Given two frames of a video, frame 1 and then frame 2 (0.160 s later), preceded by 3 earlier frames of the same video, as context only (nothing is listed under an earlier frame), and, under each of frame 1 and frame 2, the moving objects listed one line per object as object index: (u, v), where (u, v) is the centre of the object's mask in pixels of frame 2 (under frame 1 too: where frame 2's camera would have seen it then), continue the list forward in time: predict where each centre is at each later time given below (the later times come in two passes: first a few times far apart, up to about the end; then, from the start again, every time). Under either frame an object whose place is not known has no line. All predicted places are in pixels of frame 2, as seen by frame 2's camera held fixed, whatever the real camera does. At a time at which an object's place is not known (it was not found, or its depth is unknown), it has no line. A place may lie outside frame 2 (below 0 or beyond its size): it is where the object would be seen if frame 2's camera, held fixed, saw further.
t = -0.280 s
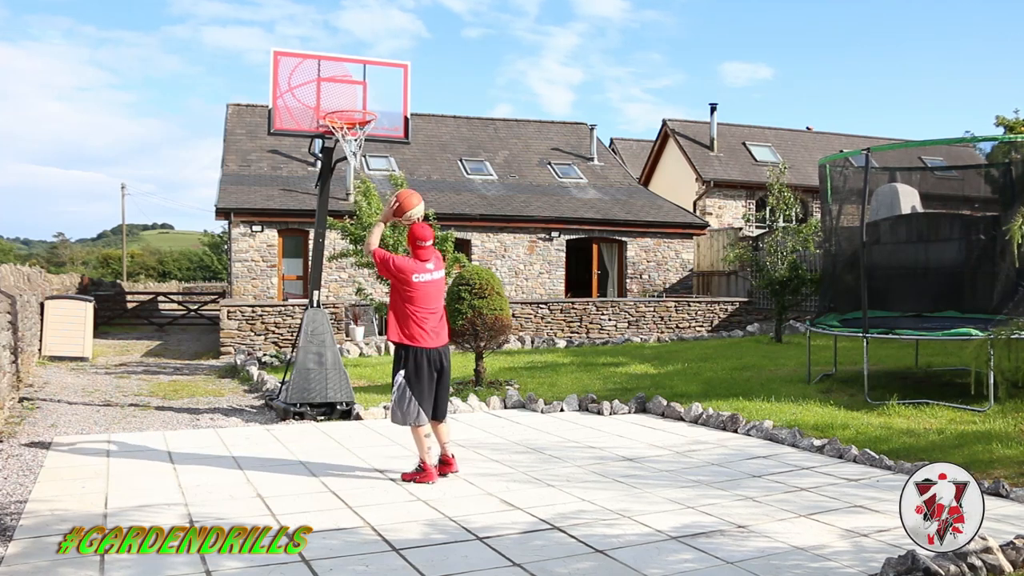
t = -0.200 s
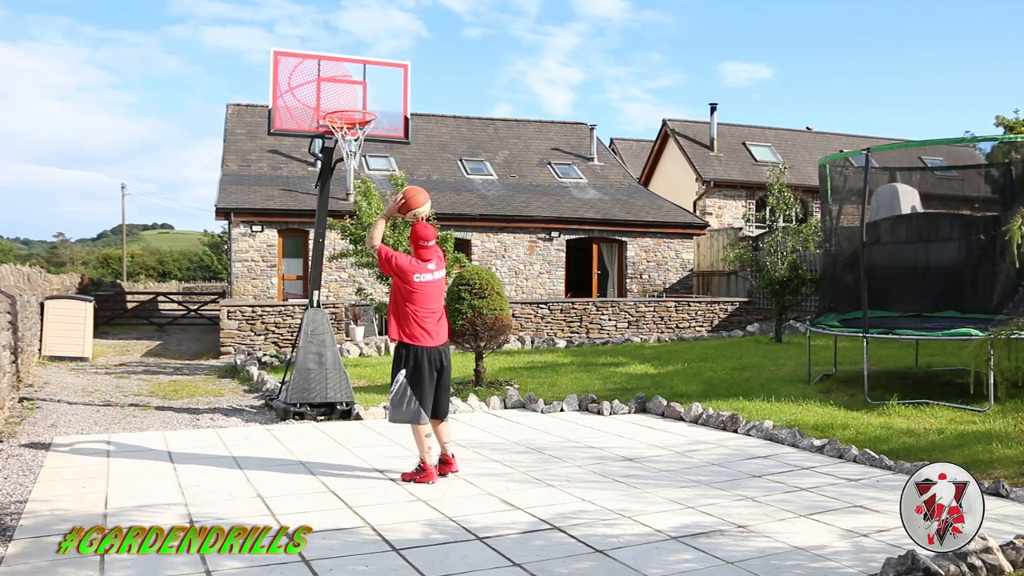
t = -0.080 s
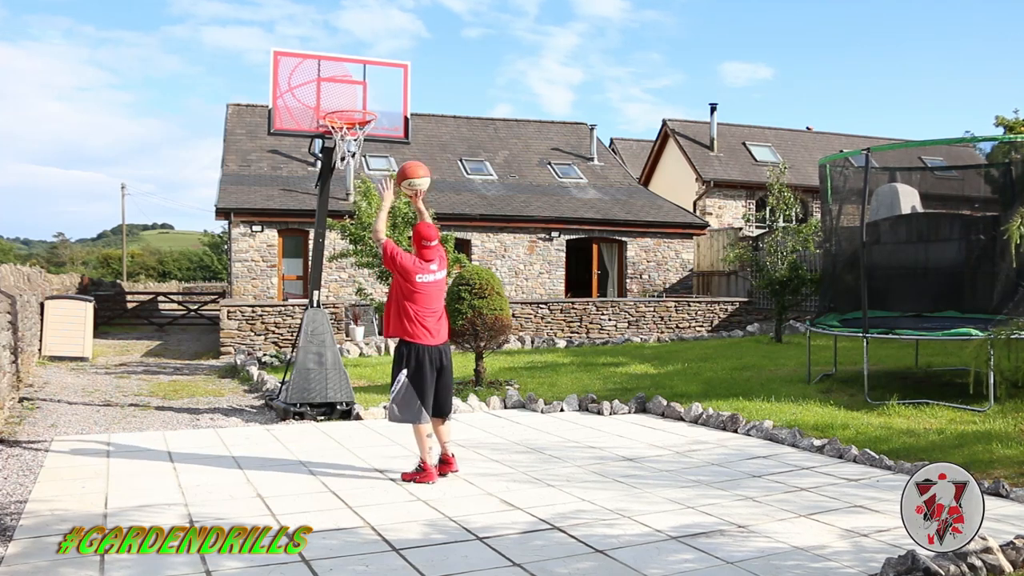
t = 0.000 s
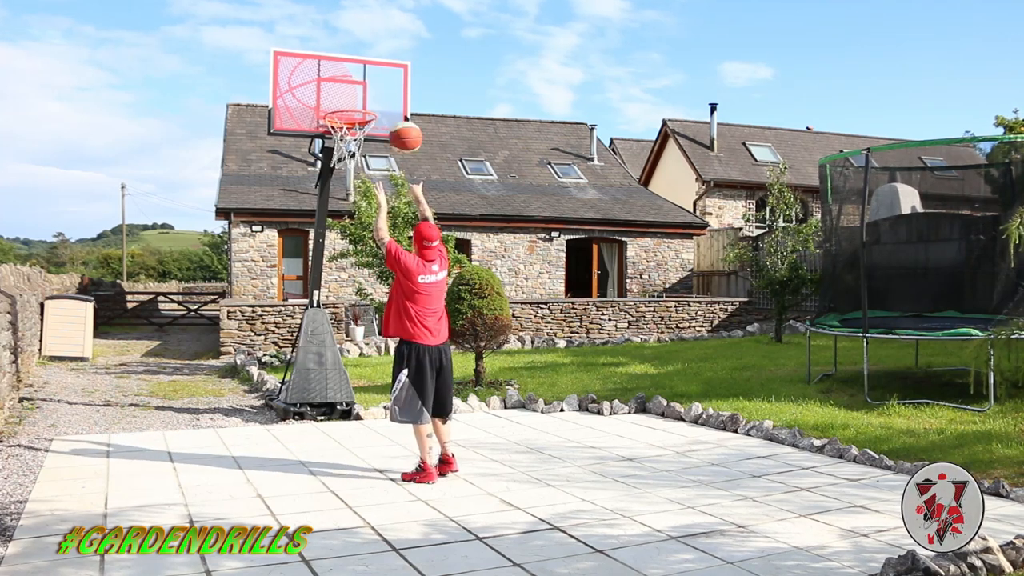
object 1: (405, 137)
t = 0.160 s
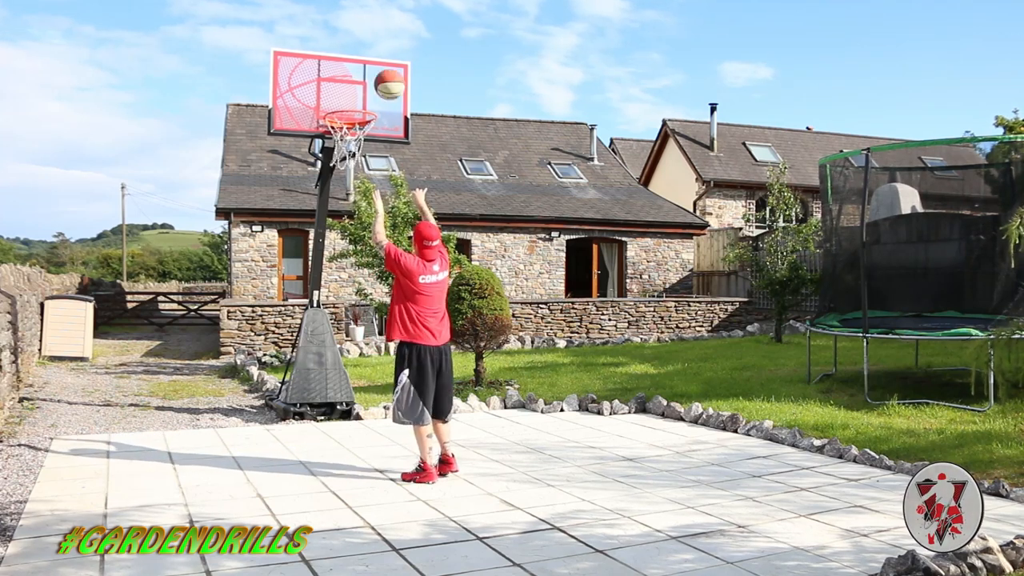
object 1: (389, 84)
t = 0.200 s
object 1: (385, 77)
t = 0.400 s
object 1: (368, 73)
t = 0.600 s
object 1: (351, 115)
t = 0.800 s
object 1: (355, 108)
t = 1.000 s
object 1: (352, 102)
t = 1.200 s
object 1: (345, 124)
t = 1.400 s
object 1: (350, 157)
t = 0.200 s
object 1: (385, 77)
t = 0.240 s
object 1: (382, 72)
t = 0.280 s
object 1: (378, 69)
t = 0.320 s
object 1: (375, 69)
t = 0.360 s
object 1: (371, 70)
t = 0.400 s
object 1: (368, 73)
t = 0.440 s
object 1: (364, 78)
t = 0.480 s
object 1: (361, 85)
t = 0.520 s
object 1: (358, 93)
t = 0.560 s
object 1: (354, 103)
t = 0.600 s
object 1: (351, 115)
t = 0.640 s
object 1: (351, 114)
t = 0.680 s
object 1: (348, 113)
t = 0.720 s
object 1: (345, 111)
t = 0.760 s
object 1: (349, 109)
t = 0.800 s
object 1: (355, 108)
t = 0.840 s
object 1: (361, 111)
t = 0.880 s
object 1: (361, 108)
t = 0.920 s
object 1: (358, 104)
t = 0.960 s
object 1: (355, 101)
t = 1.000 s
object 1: (352, 102)
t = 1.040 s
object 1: (349, 105)
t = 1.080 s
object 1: (346, 110)
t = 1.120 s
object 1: (343, 115)
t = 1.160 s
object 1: (342, 119)
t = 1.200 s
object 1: (345, 124)
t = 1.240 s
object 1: (345, 130)
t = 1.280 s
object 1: (346, 137)
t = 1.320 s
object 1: (347, 143)
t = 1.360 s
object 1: (349, 150)
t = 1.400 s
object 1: (350, 157)
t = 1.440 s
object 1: (352, 167)
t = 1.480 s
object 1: (353, 179)
